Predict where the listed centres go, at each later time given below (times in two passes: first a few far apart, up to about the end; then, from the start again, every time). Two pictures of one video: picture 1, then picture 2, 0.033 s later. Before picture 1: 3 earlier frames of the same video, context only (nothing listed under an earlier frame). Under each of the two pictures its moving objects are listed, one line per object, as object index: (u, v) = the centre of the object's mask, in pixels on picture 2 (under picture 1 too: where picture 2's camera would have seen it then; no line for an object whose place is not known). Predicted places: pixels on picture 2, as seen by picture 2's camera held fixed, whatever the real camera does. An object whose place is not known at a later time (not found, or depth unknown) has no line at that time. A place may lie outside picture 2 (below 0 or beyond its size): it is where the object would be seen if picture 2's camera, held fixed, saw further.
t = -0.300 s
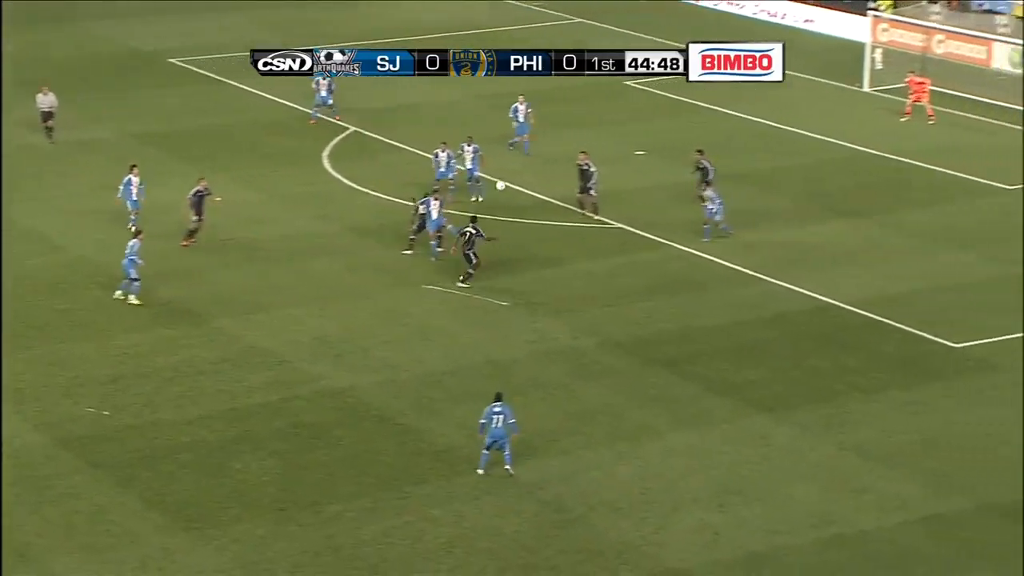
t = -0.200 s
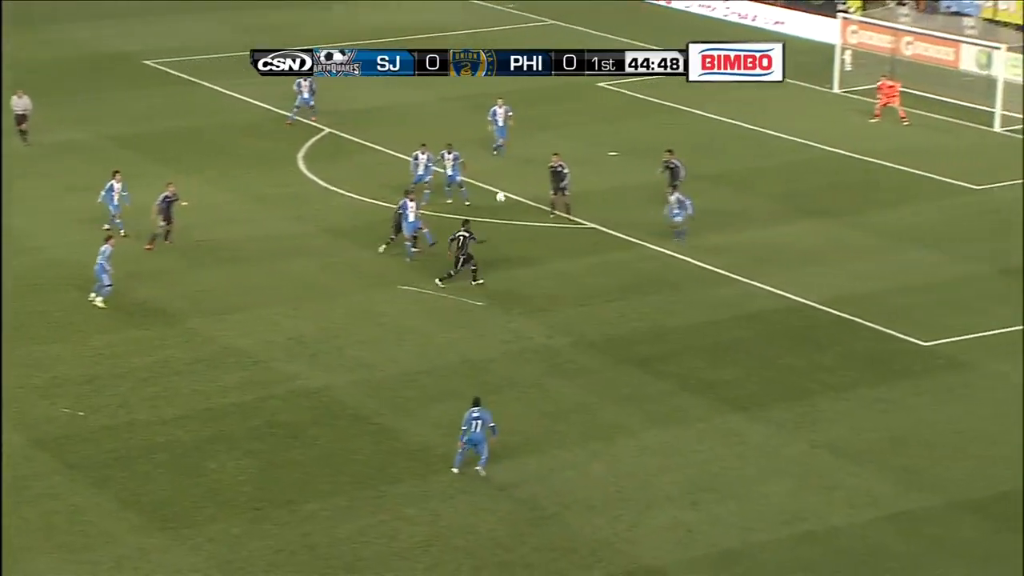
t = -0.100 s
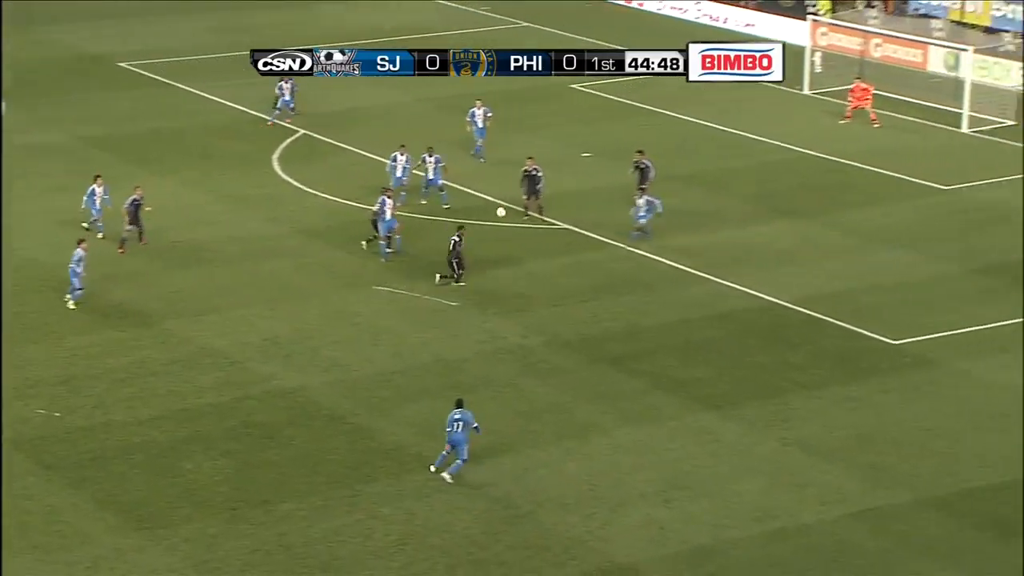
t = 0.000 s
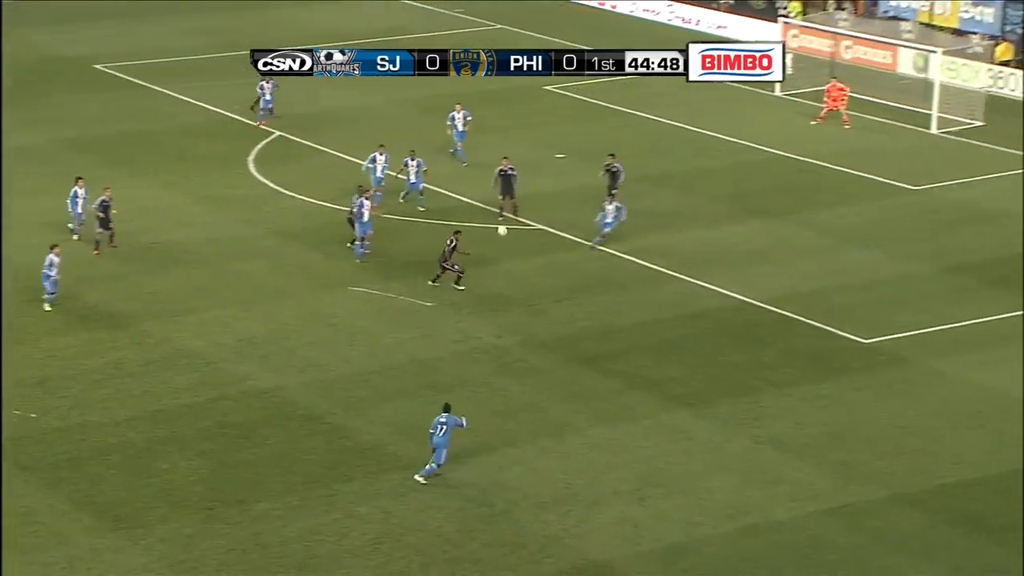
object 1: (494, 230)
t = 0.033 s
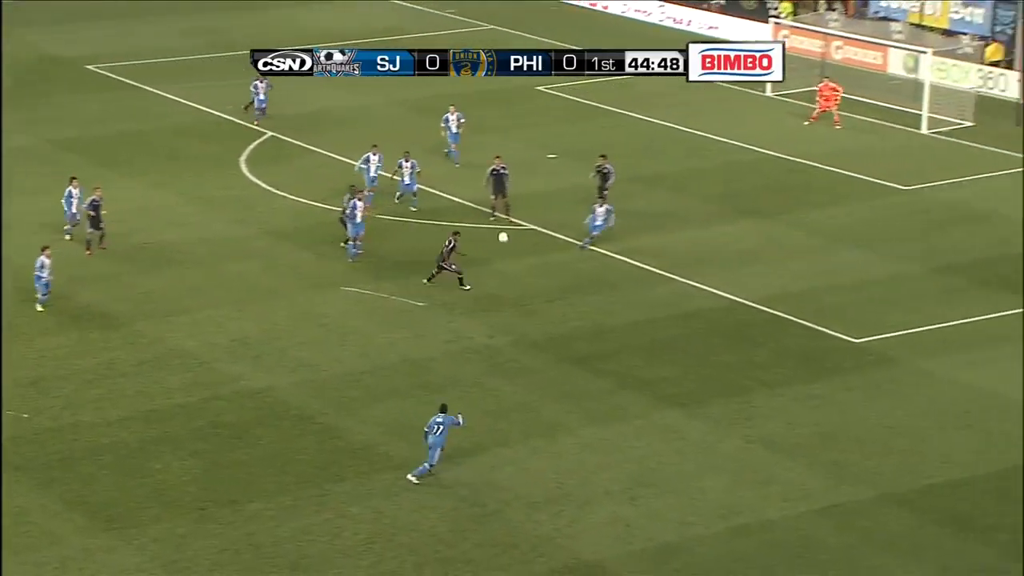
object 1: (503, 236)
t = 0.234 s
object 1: (557, 285)
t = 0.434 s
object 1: (611, 327)
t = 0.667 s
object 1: (662, 315)
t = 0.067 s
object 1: (512, 244)
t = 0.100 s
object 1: (520, 251)
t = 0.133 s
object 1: (529, 258)
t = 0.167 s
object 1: (538, 267)
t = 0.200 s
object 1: (547, 275)
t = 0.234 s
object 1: (557, 285)
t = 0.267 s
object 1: (566, 294)
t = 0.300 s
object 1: (576, 304)
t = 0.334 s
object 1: (584, 311)
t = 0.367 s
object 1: (595, 324)
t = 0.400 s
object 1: (604, 330)
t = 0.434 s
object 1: (611, 327)
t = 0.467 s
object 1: (619, 324)
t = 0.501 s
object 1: (626, 322)
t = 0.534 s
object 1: (633, 319)
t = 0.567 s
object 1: (640, 318)
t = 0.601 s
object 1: (647, 316)
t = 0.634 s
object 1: (654, 315)
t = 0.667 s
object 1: (662, 315)
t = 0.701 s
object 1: (669, 315)
